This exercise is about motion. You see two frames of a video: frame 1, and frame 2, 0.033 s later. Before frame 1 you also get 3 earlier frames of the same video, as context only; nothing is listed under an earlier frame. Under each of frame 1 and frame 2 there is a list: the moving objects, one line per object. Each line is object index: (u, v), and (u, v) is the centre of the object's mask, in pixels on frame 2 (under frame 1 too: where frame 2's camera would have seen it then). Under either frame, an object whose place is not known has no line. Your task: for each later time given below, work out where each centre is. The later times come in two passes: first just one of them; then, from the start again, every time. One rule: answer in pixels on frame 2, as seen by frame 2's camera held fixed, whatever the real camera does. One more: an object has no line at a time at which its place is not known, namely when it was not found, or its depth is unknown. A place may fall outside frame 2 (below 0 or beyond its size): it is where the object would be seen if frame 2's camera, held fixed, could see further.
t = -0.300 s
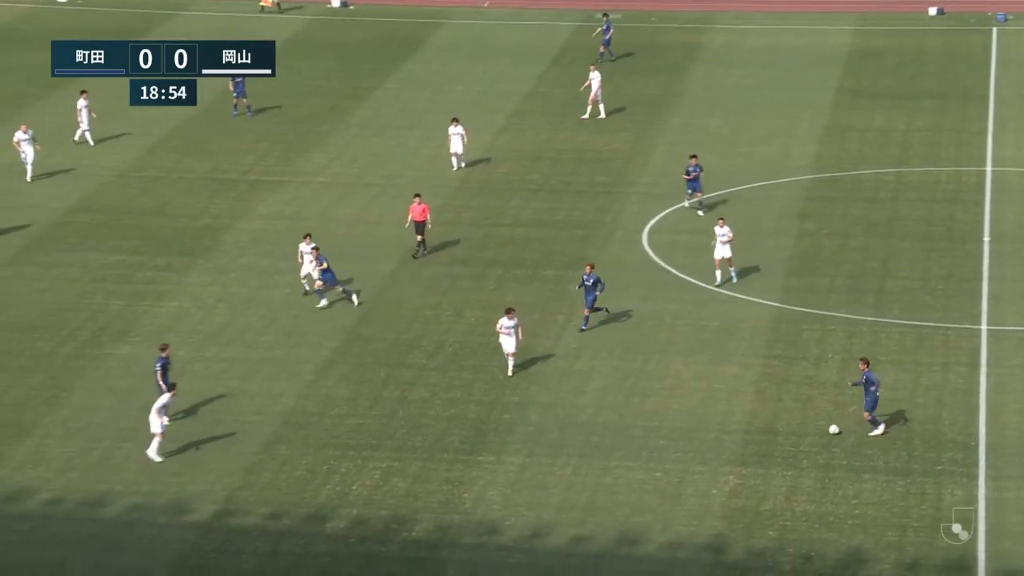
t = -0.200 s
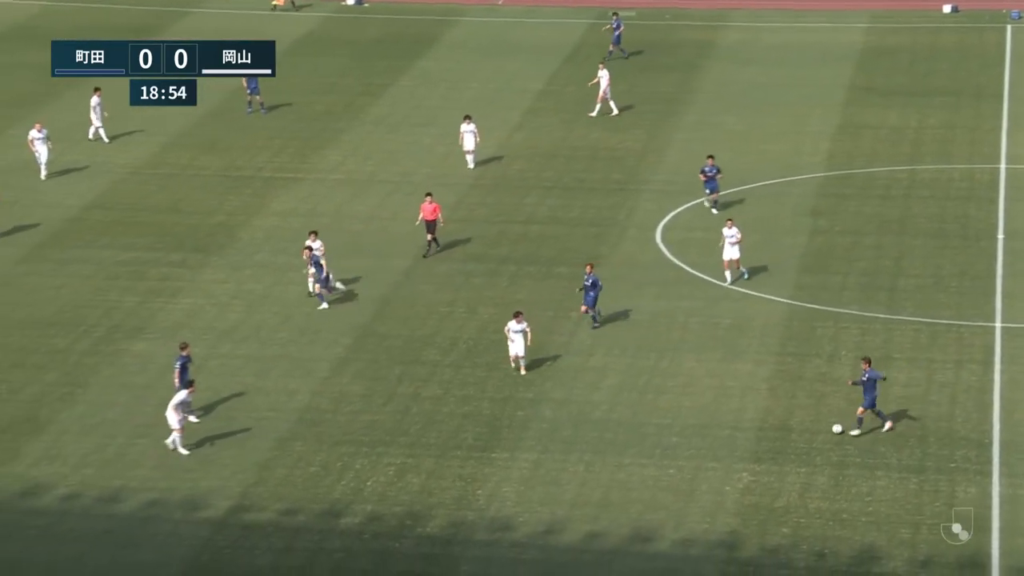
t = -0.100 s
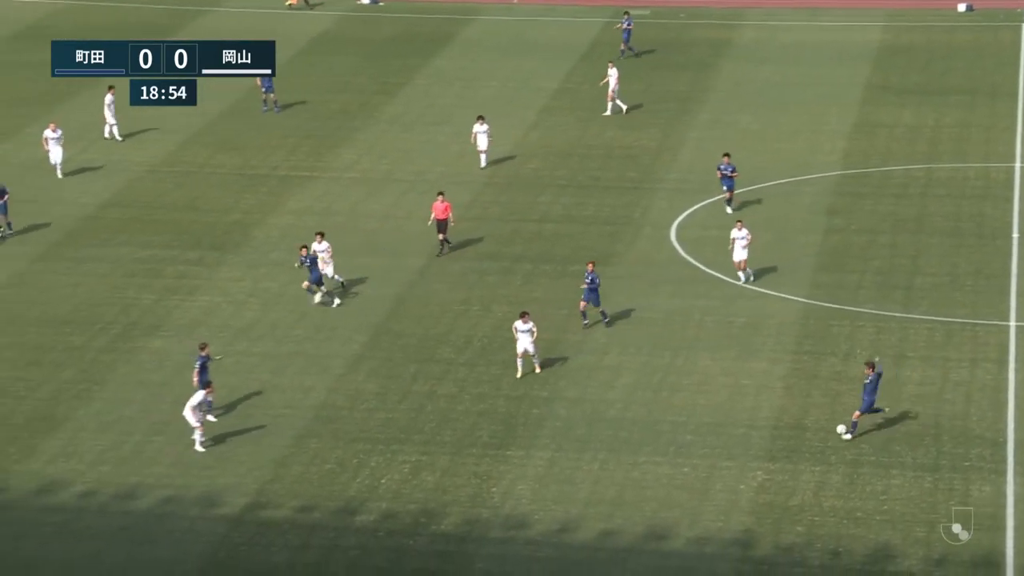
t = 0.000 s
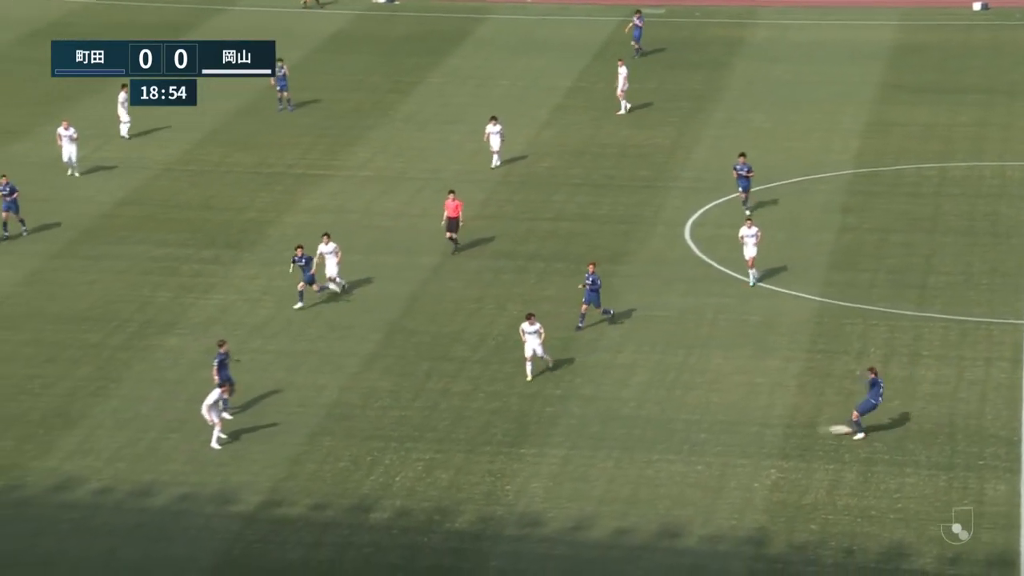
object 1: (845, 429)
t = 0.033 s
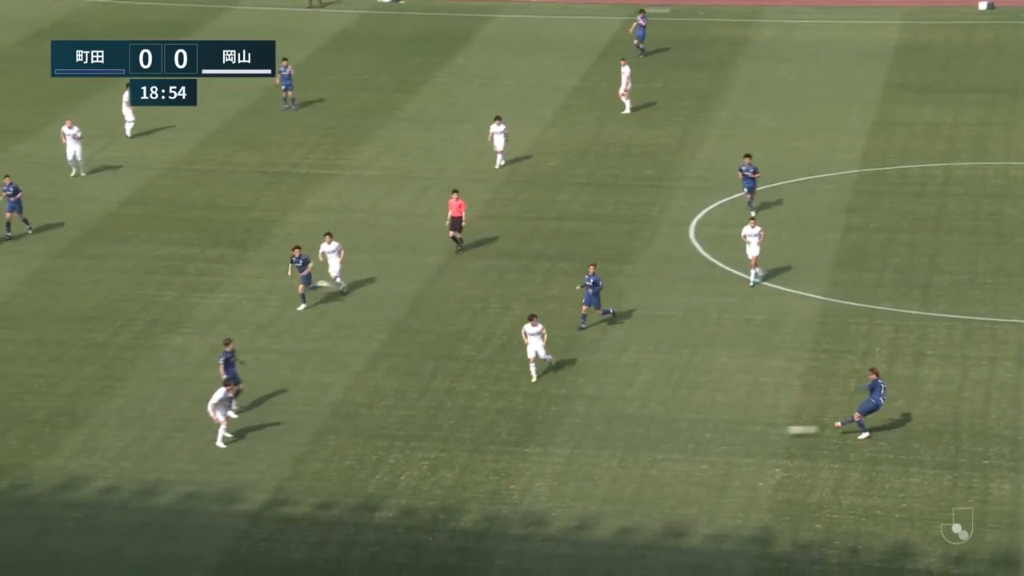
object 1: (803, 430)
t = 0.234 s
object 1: (609, 450)
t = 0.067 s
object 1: (778, 431)
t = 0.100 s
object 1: (743, 433)
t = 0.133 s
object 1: (705, 436)
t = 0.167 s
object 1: (674, 440)
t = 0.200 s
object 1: (647, 444)
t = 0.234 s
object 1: (609, 450)
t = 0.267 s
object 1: (583, 454)
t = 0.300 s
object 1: (558, 455)
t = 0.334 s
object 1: (527, 457)
